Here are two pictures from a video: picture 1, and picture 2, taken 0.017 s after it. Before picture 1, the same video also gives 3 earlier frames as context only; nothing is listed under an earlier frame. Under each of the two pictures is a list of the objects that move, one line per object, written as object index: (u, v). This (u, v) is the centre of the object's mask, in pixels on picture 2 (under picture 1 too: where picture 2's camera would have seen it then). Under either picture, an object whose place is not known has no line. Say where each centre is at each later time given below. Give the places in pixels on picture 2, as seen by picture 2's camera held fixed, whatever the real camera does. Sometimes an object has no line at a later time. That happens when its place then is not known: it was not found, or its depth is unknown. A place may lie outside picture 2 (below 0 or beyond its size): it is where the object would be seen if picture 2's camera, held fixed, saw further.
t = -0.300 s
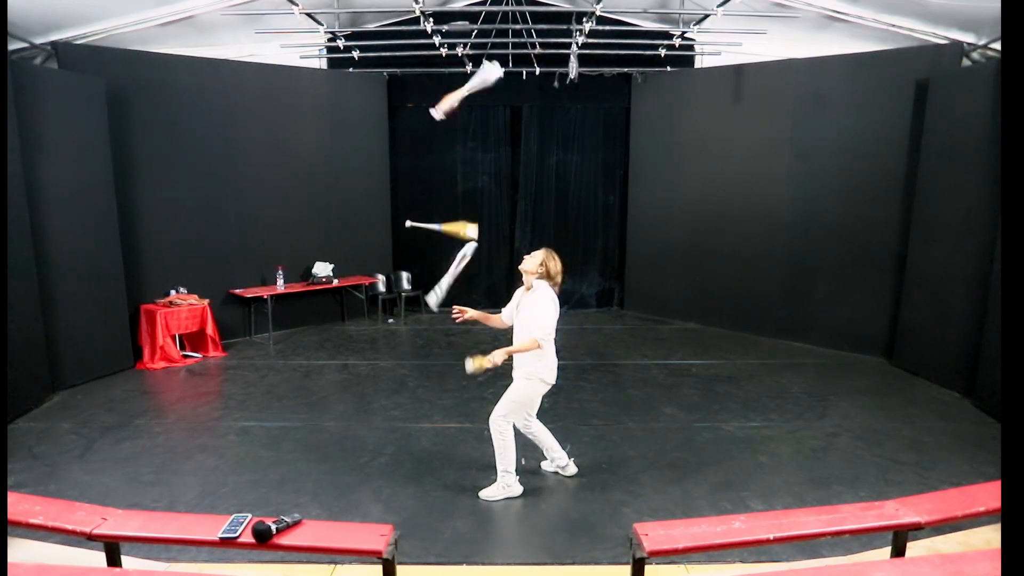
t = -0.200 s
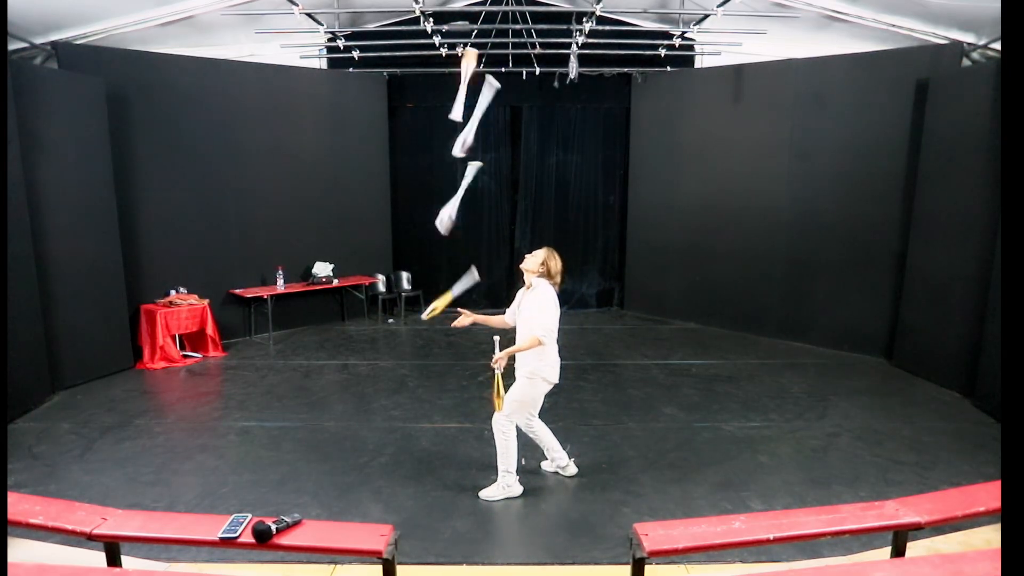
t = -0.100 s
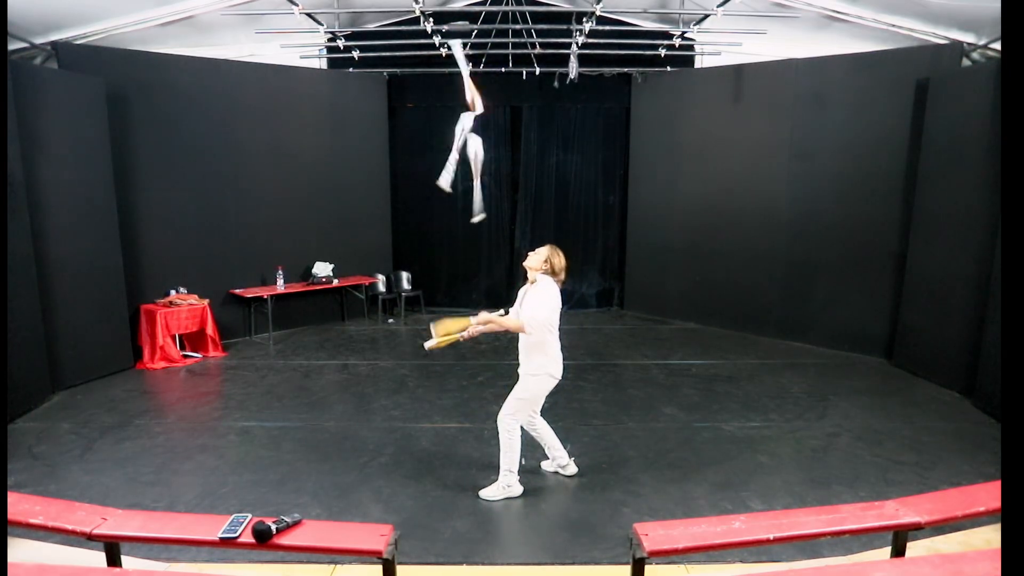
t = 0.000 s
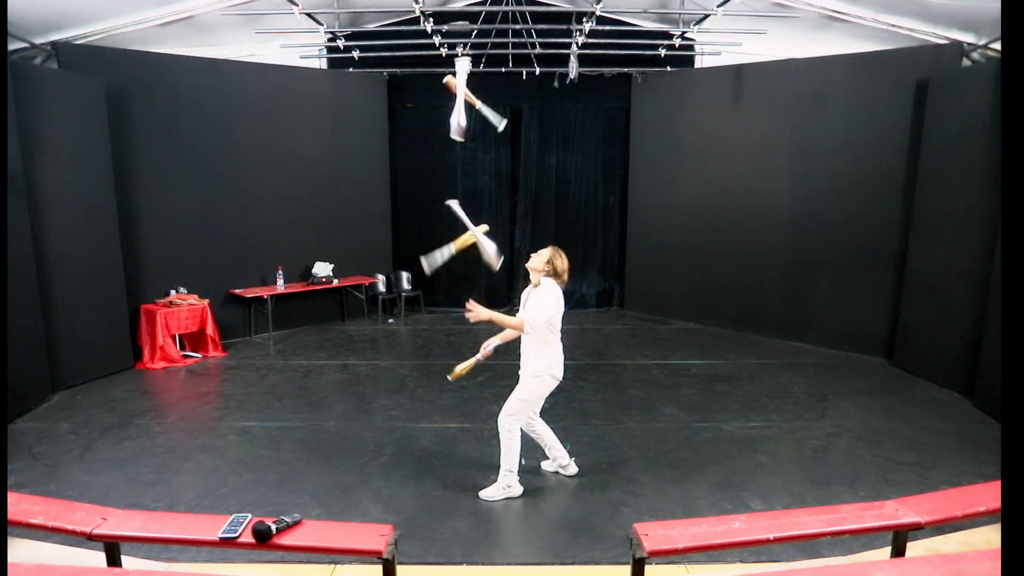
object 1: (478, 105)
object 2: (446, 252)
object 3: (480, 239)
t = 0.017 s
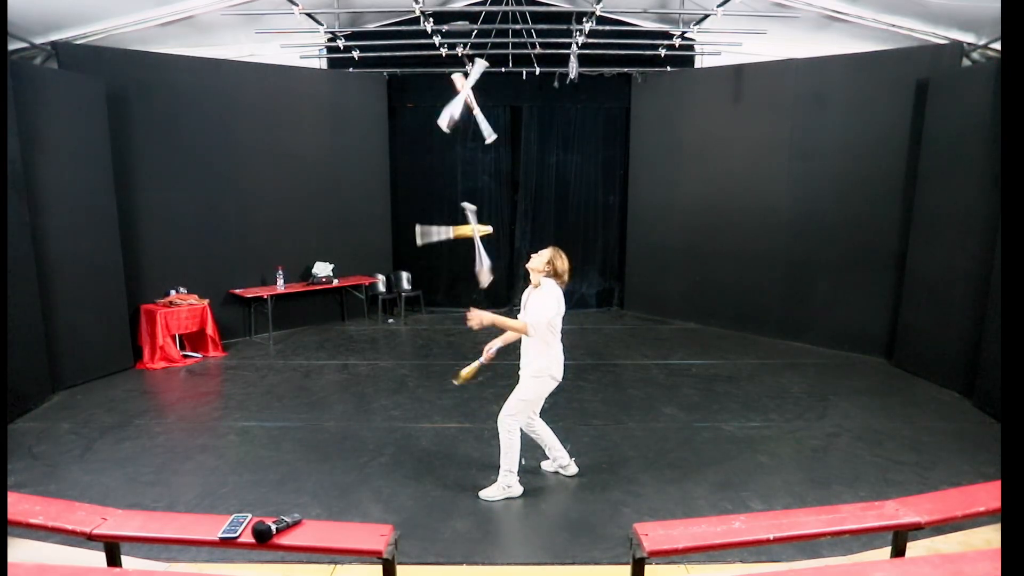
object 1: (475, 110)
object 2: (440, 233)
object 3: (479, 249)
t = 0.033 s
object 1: (473, 113)
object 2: (446, 214)
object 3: (480, 259)
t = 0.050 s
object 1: (470, 120)
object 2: (453, 202)
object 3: (484, 268)
